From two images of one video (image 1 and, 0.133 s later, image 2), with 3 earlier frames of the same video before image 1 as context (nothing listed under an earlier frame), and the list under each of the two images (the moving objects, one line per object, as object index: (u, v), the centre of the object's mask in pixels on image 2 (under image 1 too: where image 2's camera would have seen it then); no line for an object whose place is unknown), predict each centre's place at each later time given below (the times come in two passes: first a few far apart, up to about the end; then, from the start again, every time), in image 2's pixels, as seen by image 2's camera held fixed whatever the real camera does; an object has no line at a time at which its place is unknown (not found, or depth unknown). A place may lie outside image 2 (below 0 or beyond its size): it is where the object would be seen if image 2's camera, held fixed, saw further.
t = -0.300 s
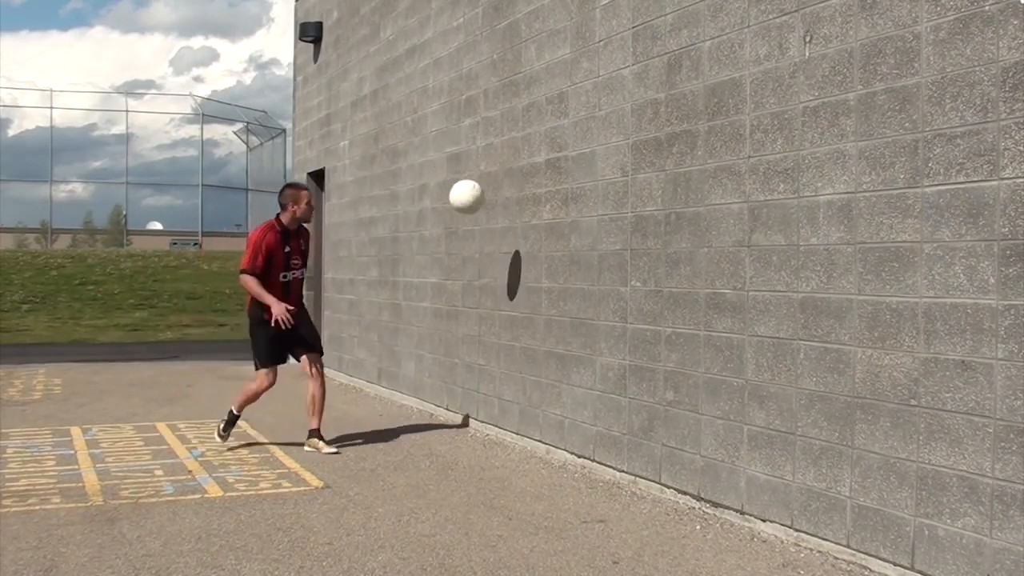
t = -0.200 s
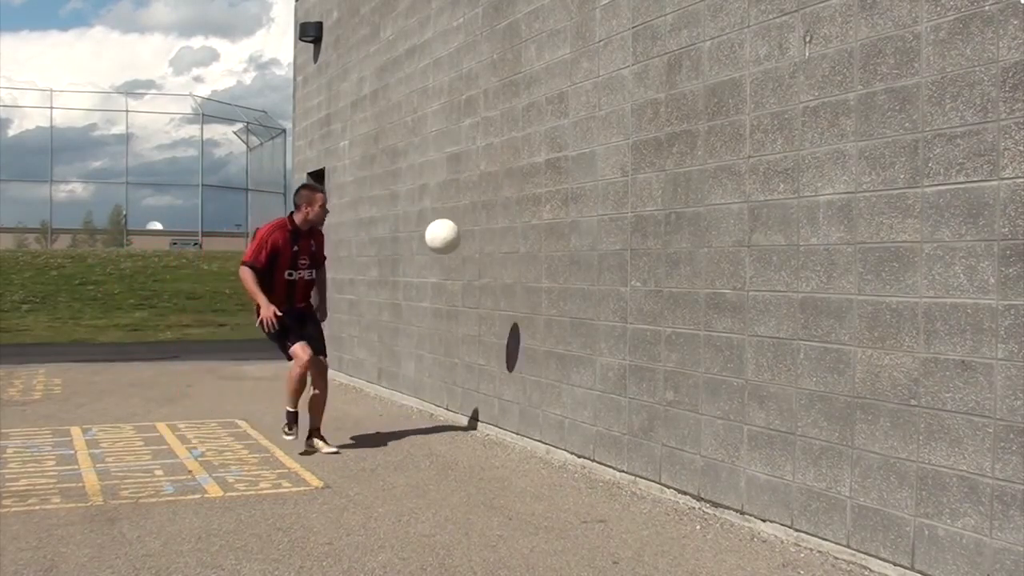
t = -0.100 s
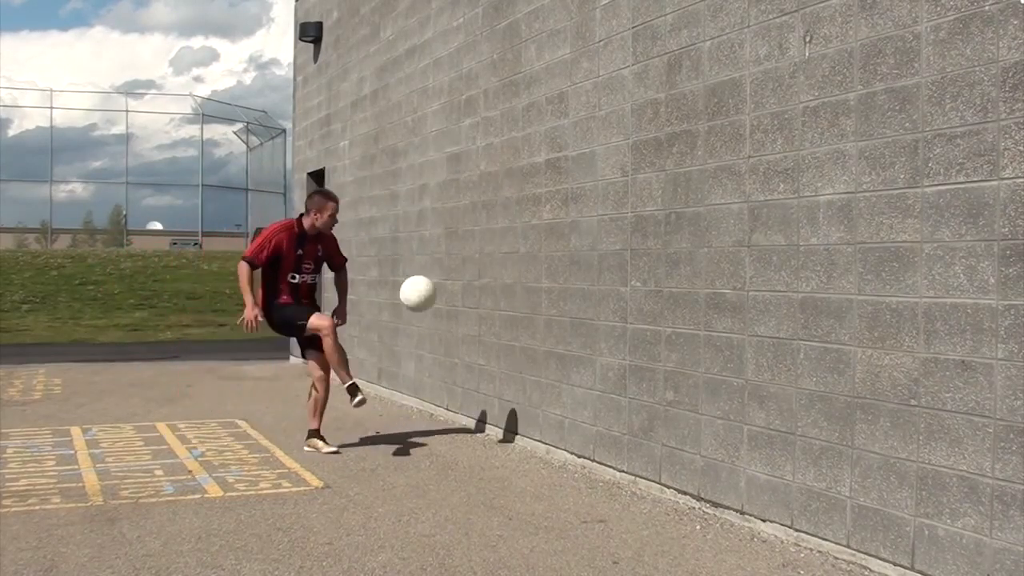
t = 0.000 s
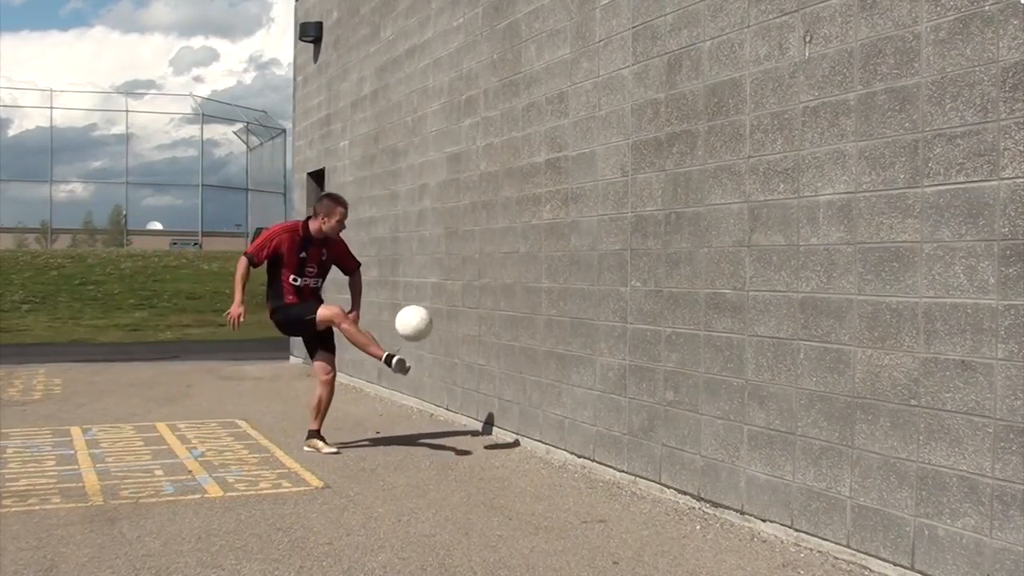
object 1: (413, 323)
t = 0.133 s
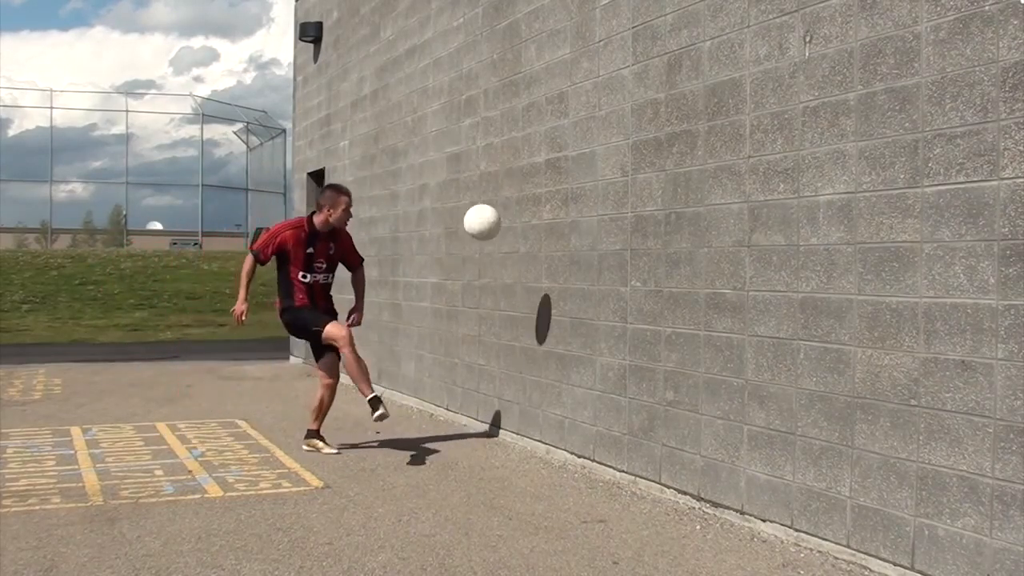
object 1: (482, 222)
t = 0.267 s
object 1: (552, 147)
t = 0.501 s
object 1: (516, 103)
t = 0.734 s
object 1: (446, 156)
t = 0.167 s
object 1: (499, 200)
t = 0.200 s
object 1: (517, 181)
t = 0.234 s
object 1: (533, 163)
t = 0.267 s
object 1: (552, 147)
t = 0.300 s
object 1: (568, 133)
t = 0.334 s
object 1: (561, 123)
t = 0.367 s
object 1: (552, 116)
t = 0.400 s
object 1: (544, 110)
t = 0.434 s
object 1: (535, 105)
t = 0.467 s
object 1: (526, 103)
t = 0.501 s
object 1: (516, 103)
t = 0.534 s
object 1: (506, 104)
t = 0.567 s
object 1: (497, 108)
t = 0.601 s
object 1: (487, 113)
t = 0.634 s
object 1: (477, 120)
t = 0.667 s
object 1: (467, 130)
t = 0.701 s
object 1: (457, 141)
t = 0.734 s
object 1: (446, 156)
